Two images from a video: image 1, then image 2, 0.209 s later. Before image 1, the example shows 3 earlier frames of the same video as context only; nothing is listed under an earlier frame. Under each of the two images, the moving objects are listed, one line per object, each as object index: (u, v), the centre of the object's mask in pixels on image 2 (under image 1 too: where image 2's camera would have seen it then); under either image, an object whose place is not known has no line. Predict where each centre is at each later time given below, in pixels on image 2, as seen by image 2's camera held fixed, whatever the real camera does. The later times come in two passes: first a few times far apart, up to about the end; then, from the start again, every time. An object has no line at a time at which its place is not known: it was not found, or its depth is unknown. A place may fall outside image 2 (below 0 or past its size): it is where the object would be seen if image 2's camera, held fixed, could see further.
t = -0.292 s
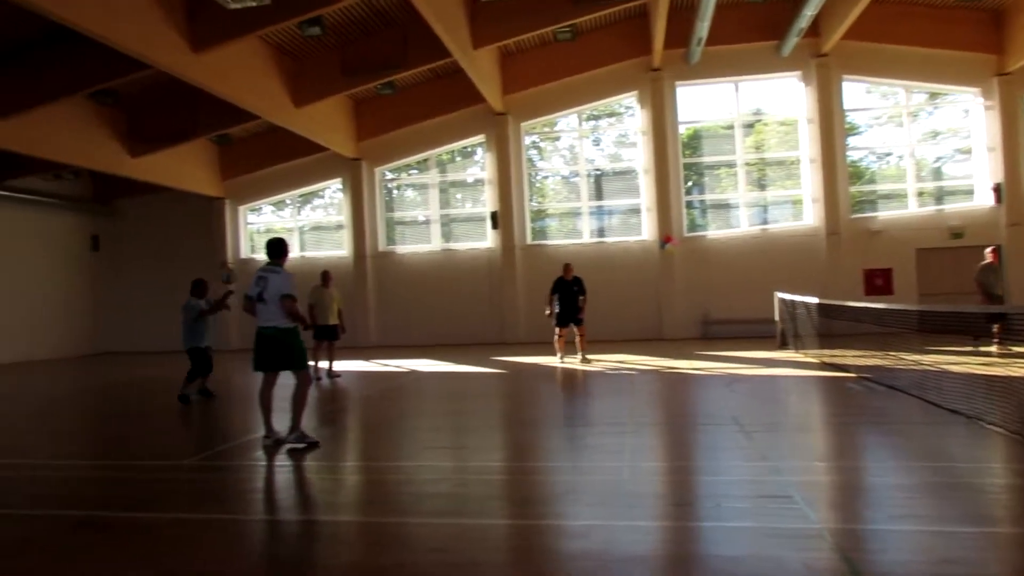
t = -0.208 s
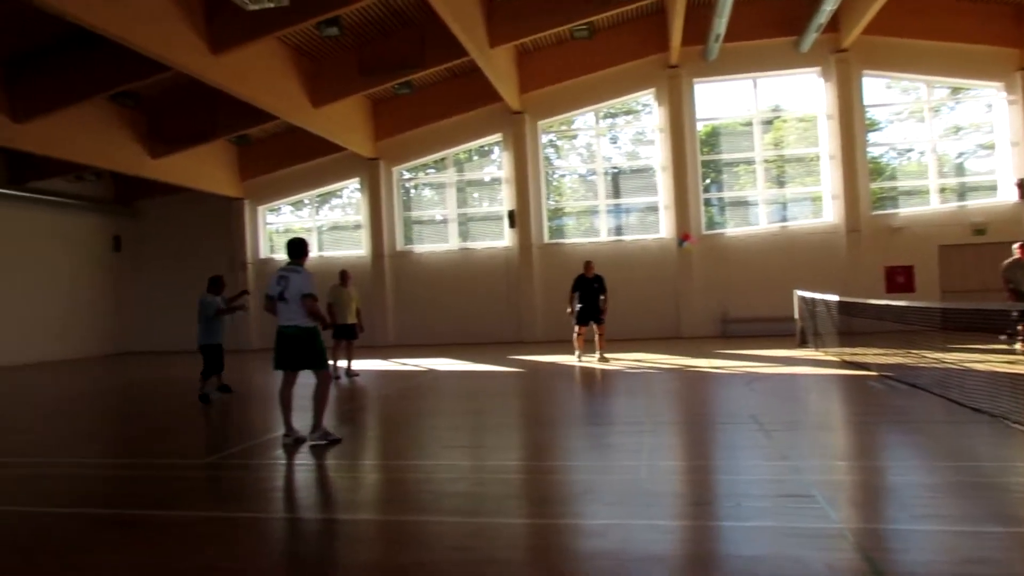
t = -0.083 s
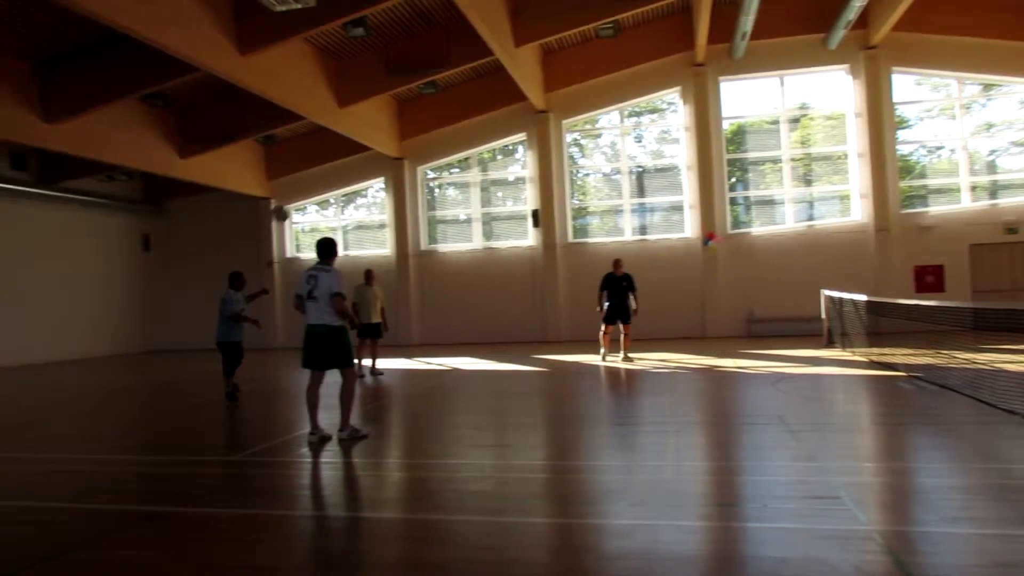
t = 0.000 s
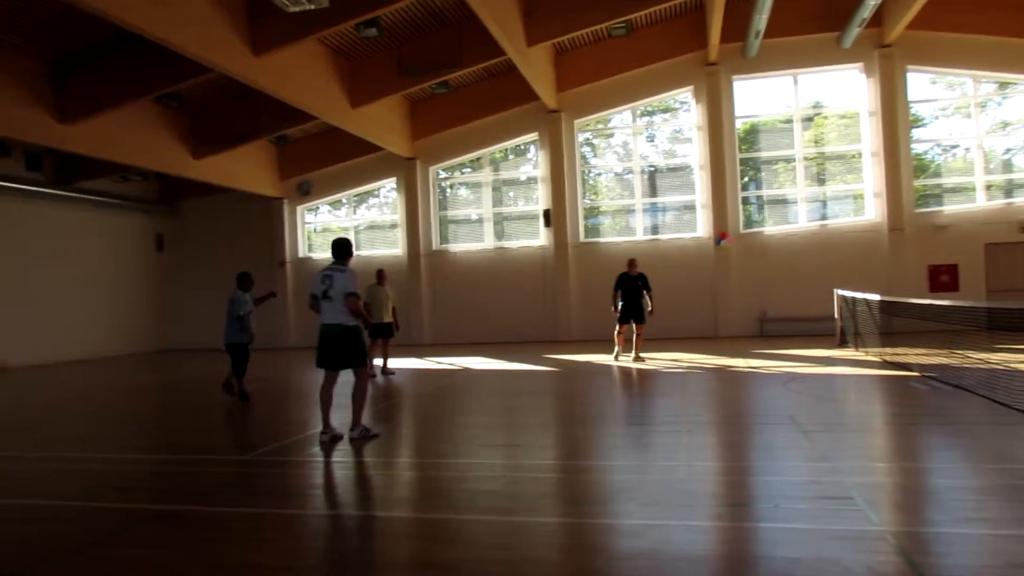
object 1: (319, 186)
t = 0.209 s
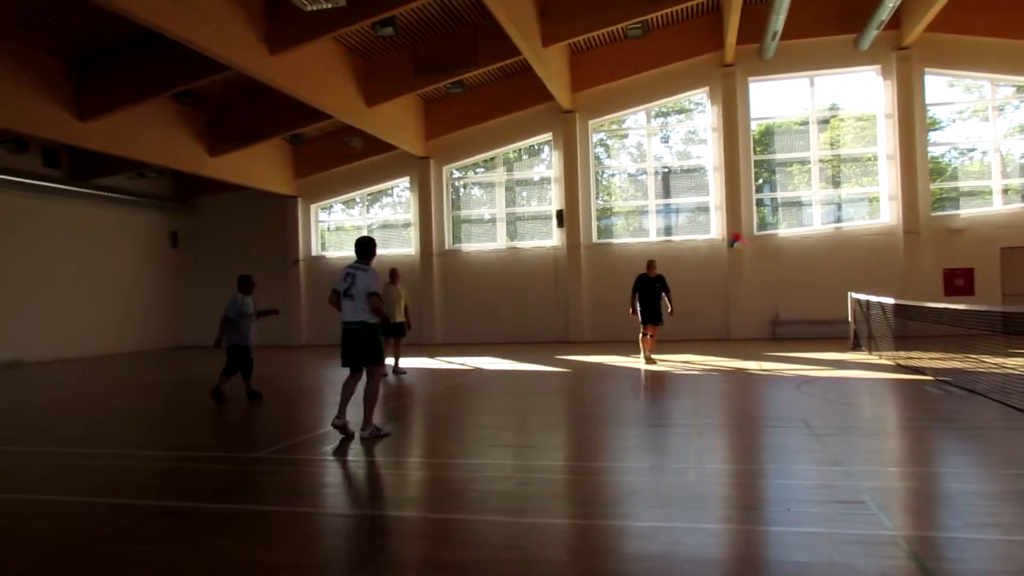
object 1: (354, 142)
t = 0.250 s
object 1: (359, 138)
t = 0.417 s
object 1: (388, 132)
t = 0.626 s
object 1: (427, 156)
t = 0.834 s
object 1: (470, 222)
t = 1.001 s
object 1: (510, 309)
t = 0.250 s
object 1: (359, 138)
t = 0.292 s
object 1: (367, 133)
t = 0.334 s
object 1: (374, 130)
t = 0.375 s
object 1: (381, 131)
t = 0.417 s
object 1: (388, 132)
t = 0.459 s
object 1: (395, 133)
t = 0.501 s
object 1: (403, 137)
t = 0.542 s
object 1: (411, 142)
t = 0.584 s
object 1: (419, 149)
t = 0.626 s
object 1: (427, 156)
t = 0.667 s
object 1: (435, 166)
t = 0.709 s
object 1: (444, 177)
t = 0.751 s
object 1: (452, 190)
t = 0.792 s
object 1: (461, 205)
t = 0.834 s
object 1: (470, 222)
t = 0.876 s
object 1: (480, 240)
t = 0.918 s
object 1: (490, 261)
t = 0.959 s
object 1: (499, 284)
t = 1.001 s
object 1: (510, 309)
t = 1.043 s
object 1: (520, 335)
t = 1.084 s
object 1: (531, 364)
